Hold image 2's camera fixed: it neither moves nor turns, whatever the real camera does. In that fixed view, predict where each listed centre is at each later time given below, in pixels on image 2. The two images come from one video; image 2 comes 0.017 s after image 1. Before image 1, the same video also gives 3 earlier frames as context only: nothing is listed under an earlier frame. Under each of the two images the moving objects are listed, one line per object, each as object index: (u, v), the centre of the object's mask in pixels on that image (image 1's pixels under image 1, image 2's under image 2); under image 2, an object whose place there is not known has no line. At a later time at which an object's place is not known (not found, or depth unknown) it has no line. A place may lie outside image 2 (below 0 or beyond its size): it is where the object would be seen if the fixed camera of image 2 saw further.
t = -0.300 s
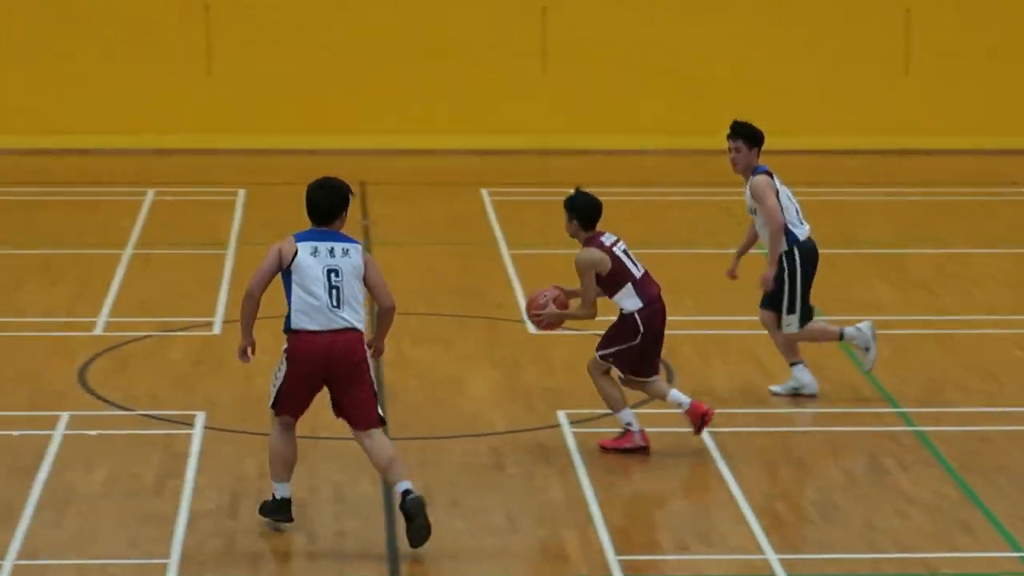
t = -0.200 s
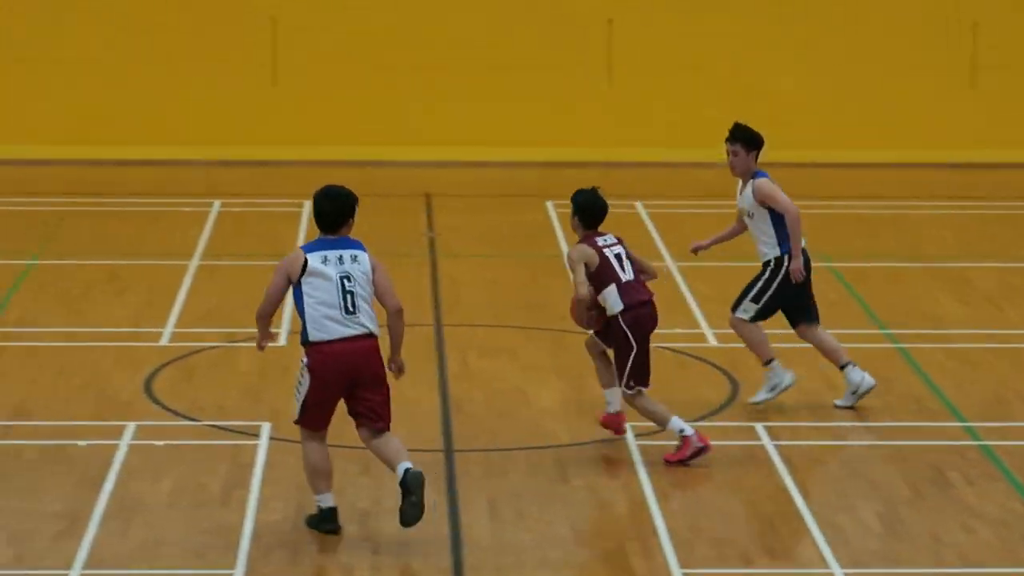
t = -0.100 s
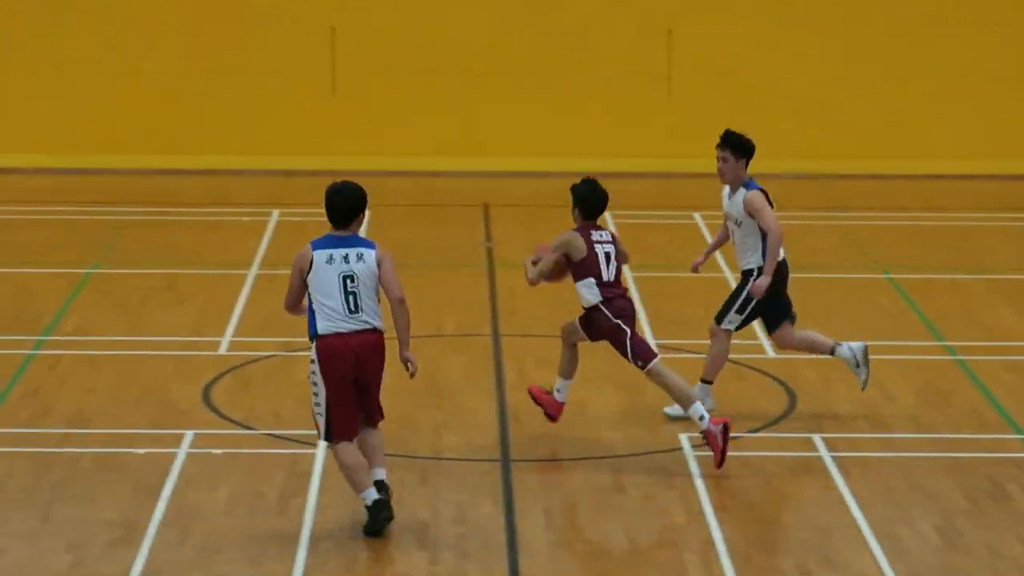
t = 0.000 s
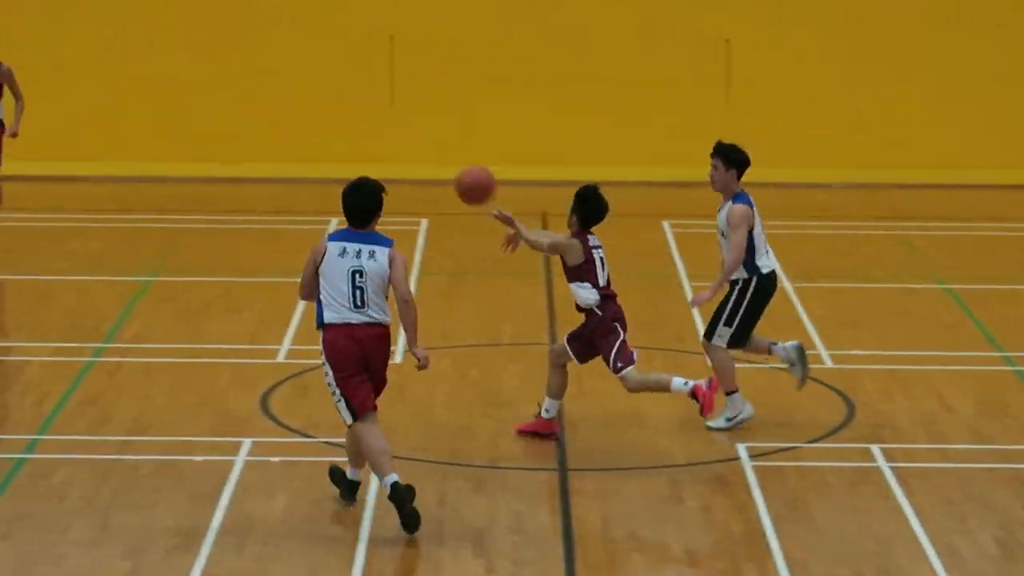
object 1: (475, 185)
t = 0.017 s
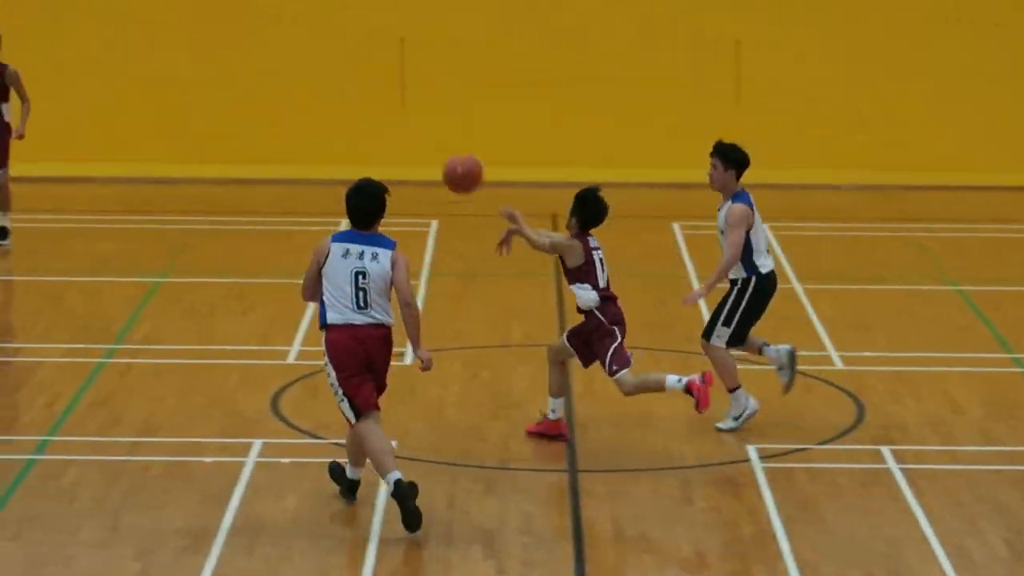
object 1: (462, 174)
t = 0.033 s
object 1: (441, 162)
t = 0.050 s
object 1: (420, 150)
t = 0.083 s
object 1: (380, 130)
